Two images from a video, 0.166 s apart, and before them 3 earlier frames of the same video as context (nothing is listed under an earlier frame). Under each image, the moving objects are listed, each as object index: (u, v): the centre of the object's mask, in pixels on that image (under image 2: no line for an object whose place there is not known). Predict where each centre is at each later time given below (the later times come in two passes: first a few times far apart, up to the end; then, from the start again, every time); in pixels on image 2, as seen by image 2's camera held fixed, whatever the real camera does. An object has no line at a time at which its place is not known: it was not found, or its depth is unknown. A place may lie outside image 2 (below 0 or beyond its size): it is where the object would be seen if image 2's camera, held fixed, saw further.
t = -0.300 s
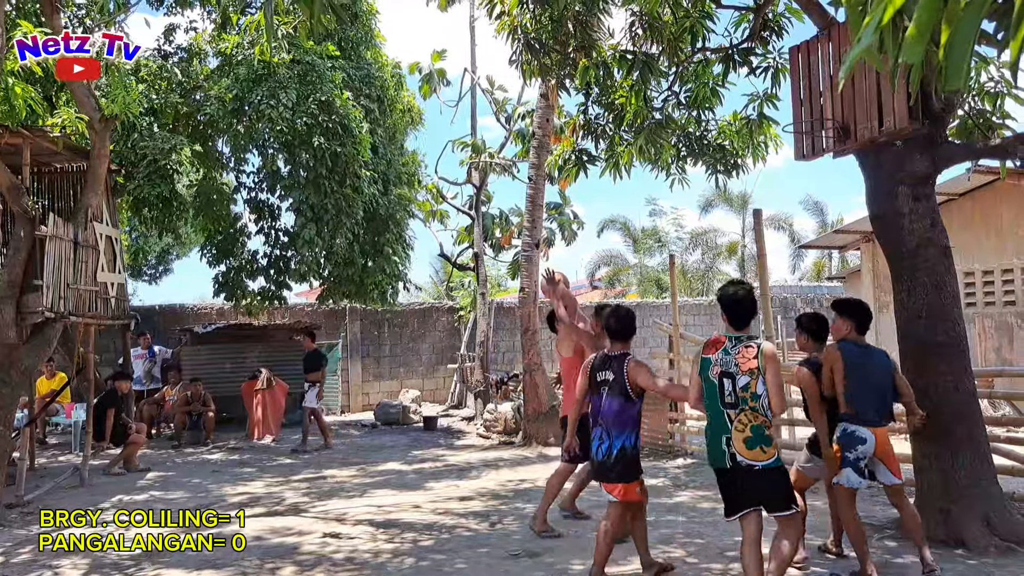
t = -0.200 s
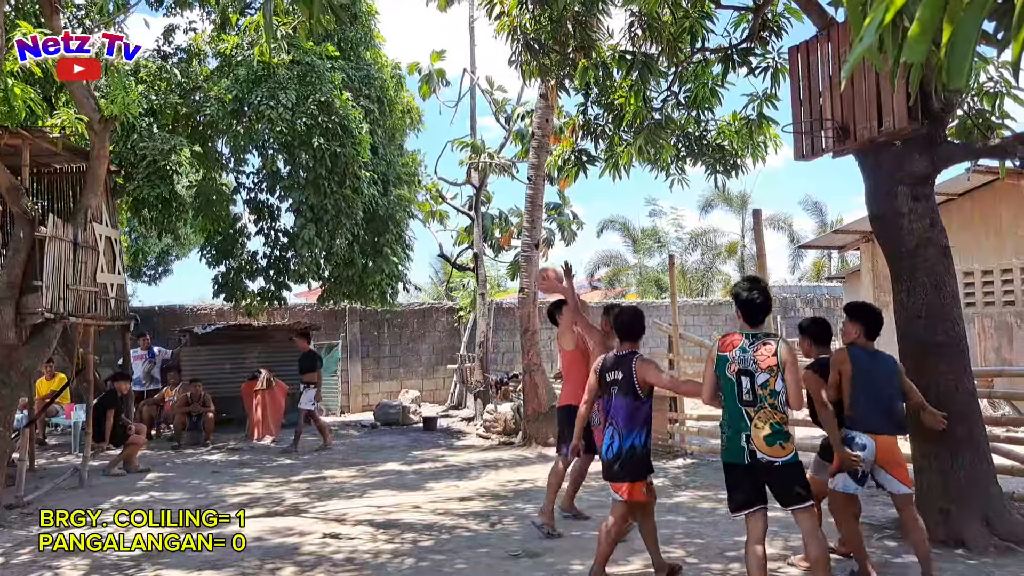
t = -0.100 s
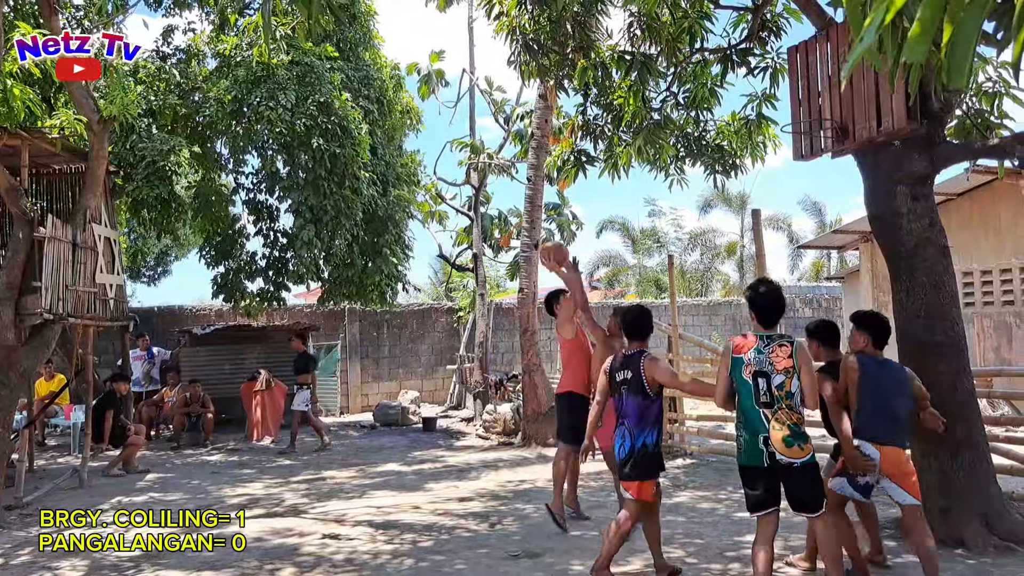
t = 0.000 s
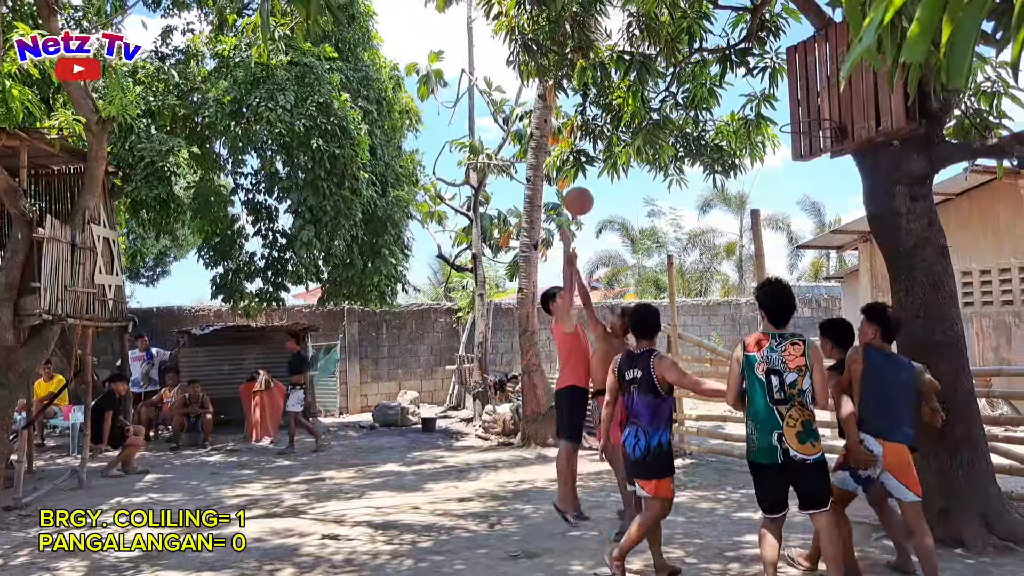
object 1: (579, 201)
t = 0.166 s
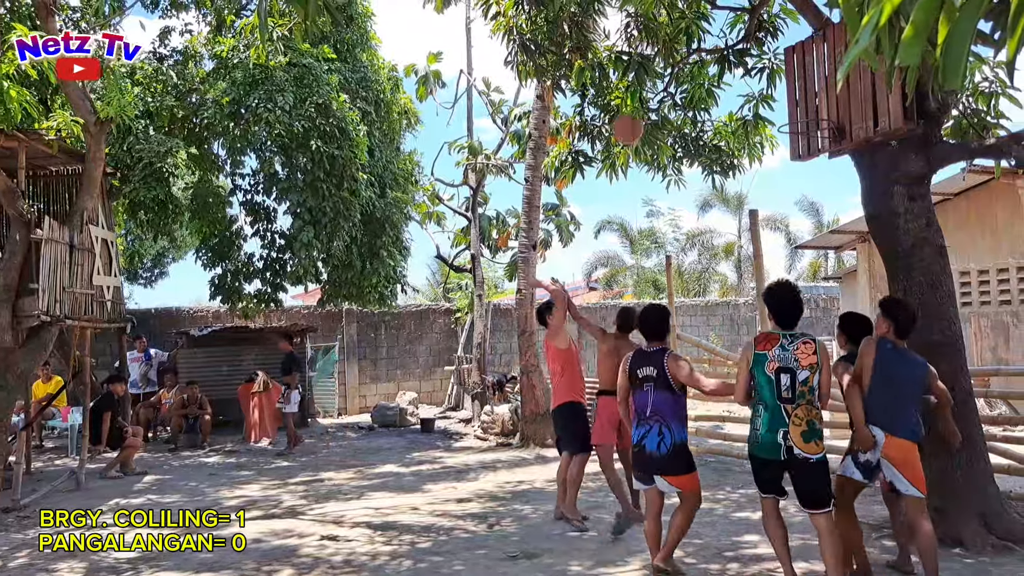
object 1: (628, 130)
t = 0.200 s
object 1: (638, 118)
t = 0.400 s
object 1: (704, 78)
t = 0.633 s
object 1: (787, 94)
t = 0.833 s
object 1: (808, 94)
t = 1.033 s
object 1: (798, 102)
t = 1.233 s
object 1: (792, 112)
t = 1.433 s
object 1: (789, 180)
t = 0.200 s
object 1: (638, 118)
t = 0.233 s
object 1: (648, 108)
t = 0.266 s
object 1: (659, 99)
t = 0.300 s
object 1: (671, 91)
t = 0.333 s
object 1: (681, 87)
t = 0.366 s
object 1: (692, 81)
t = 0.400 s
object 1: (704, 78)
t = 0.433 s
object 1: (715, 75)
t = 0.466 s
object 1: (727, 74)
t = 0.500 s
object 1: (739, 75)
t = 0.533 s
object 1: (751, 78)
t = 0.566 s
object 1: (763, 81)
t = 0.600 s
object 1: (774, 87)
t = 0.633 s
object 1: (787, 94)
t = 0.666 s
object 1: (802, 103)
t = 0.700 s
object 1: (814, 109)
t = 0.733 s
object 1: (814, 109)
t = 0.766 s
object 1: (813, 103)
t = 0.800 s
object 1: (811, 99)
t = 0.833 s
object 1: (808, 94)
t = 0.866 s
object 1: (807, 92)
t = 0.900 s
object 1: (806, 92)
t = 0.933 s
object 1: (804, 92)
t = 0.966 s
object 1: (803, 93)
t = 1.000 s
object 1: (801, 97)
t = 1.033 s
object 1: (798, 102)
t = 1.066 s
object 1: (798, 104)
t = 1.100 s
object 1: (797, 102)
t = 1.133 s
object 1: (796, 102)
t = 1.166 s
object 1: (793, 103)
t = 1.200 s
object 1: (793, 107)
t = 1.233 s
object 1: (792, 112)
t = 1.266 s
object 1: (791, 118)
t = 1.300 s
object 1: (790, 127)
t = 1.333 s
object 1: (791, 137)
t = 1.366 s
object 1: (790, 150)
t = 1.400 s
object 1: (789, 164)
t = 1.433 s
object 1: (789, 180)
